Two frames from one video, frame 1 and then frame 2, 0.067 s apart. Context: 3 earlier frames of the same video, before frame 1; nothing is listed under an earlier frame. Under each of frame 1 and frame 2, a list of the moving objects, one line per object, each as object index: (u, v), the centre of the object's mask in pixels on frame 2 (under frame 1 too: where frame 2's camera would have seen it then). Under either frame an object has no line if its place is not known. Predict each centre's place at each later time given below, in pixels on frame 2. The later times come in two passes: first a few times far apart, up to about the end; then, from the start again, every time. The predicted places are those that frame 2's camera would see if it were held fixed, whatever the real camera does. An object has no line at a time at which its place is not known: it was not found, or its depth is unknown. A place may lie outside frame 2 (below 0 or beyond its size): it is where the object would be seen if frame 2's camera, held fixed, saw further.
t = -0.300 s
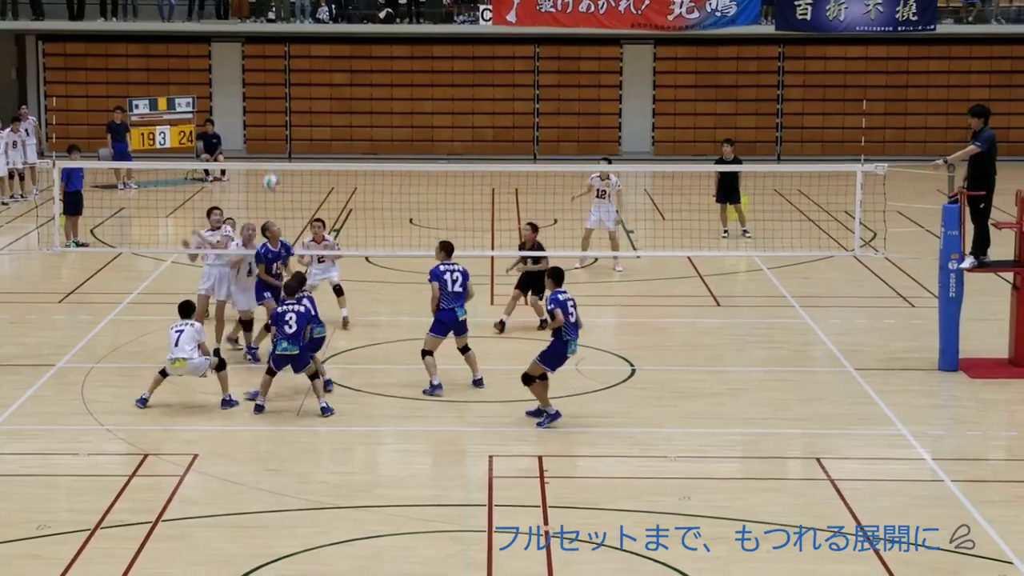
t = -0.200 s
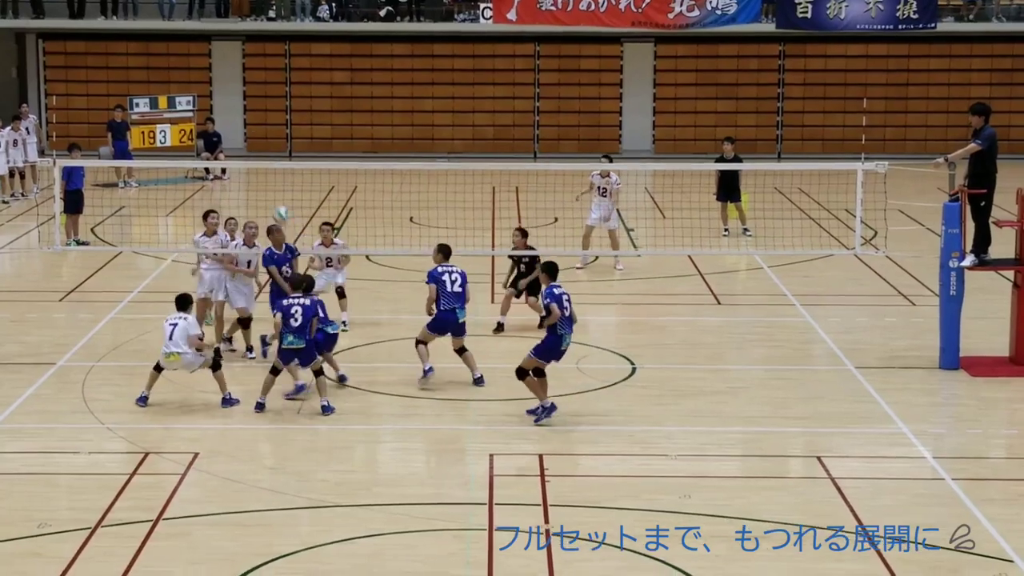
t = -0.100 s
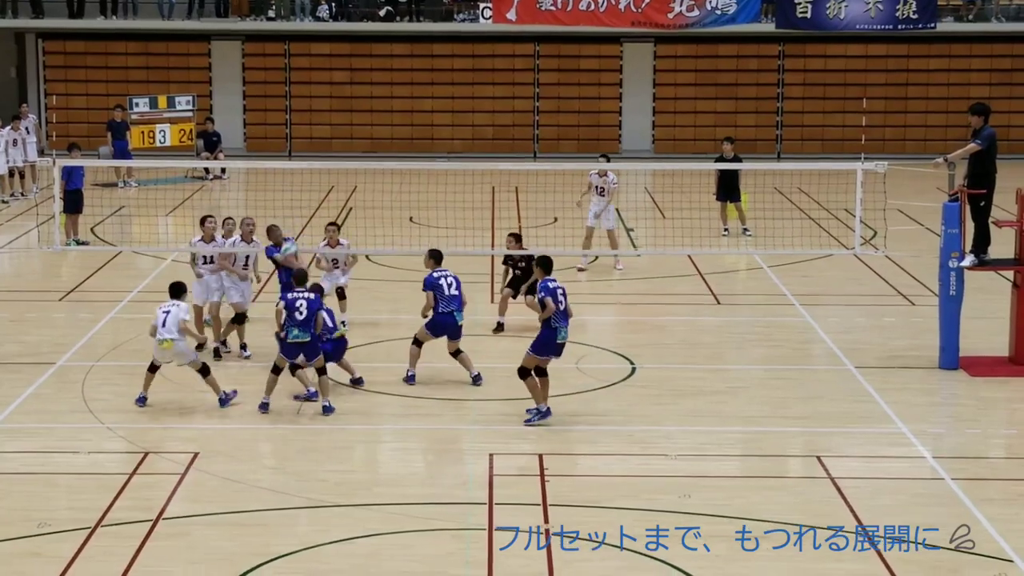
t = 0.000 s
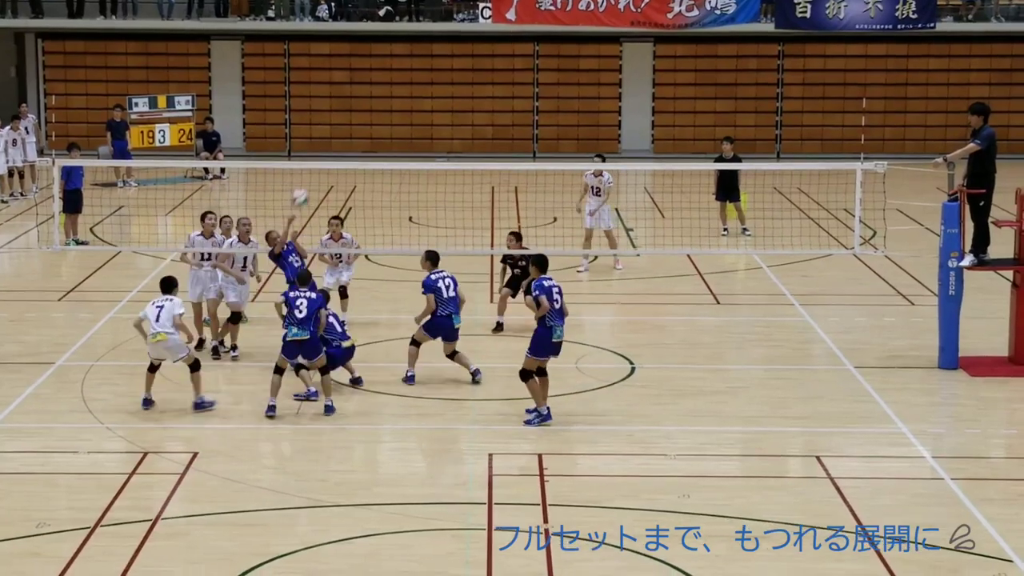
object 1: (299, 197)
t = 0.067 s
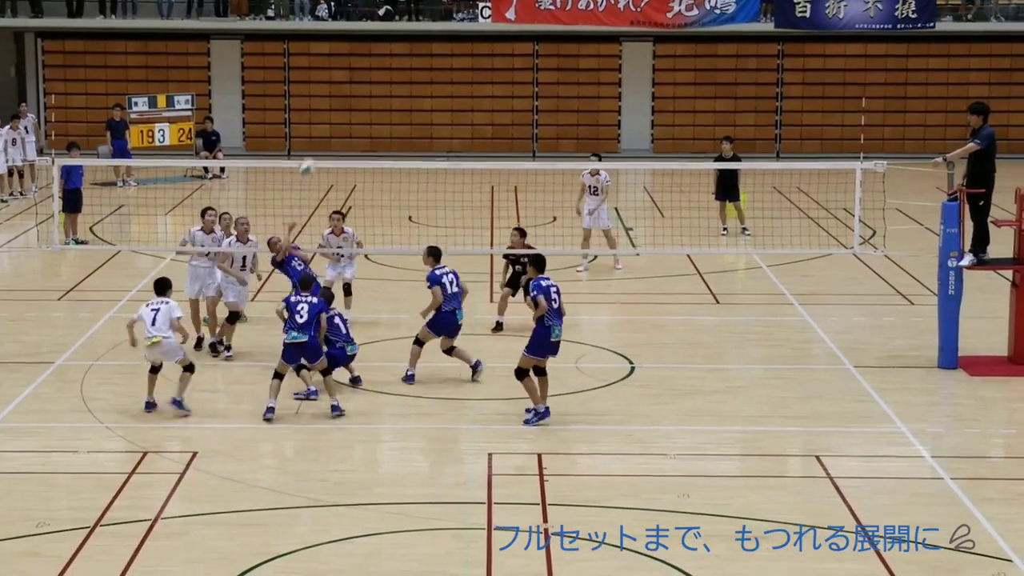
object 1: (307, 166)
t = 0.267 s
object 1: (329, 102)
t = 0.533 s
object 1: (360, 69)
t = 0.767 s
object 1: (386, 91)
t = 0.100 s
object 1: (311, 154)
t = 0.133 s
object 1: (314, 141)
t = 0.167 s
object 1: (318, 131)
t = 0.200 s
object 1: (322, 120)
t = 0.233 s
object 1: (326, 110)
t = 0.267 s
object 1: (329, 102)
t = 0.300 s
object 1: (333, 94)
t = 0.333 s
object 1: (337, 88)
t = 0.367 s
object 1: (341, 82)
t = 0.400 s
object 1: (344, 77)
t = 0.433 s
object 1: (348, 73)
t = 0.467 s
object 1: (352, 70)
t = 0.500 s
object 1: (356, 69)
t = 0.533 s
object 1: (360, 69)
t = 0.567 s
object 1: (363, 69)
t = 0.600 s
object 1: (367, 70)
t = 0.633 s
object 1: (371, 72)
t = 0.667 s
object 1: (375, 75)
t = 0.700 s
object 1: (378, 79)
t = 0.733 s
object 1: (382, 85)
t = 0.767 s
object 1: (386, 91)
